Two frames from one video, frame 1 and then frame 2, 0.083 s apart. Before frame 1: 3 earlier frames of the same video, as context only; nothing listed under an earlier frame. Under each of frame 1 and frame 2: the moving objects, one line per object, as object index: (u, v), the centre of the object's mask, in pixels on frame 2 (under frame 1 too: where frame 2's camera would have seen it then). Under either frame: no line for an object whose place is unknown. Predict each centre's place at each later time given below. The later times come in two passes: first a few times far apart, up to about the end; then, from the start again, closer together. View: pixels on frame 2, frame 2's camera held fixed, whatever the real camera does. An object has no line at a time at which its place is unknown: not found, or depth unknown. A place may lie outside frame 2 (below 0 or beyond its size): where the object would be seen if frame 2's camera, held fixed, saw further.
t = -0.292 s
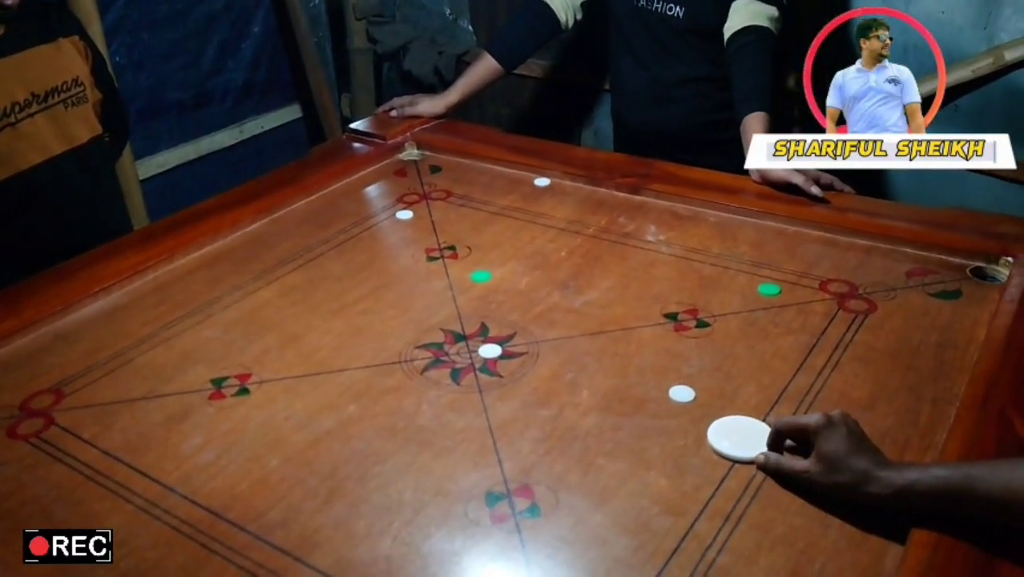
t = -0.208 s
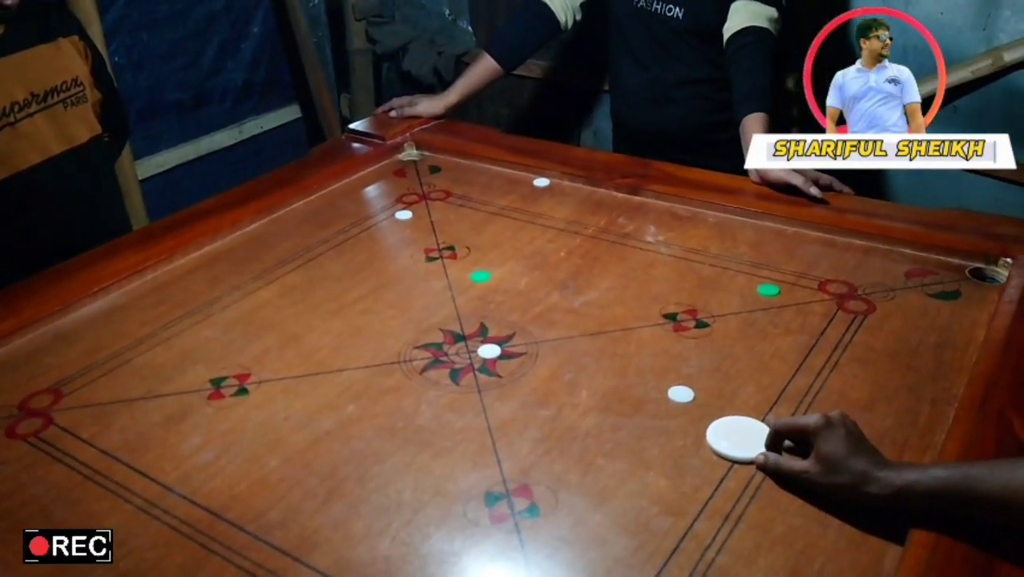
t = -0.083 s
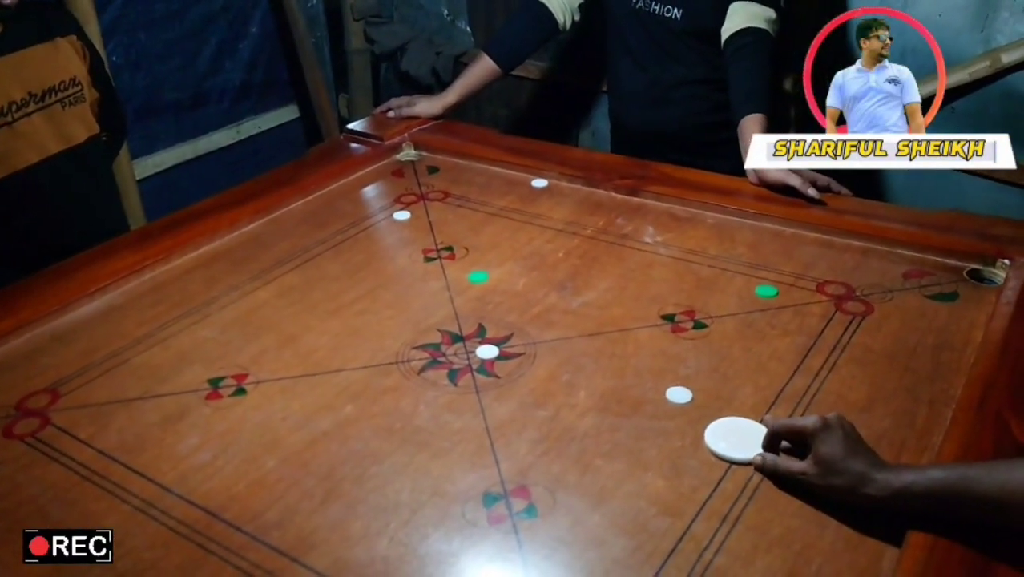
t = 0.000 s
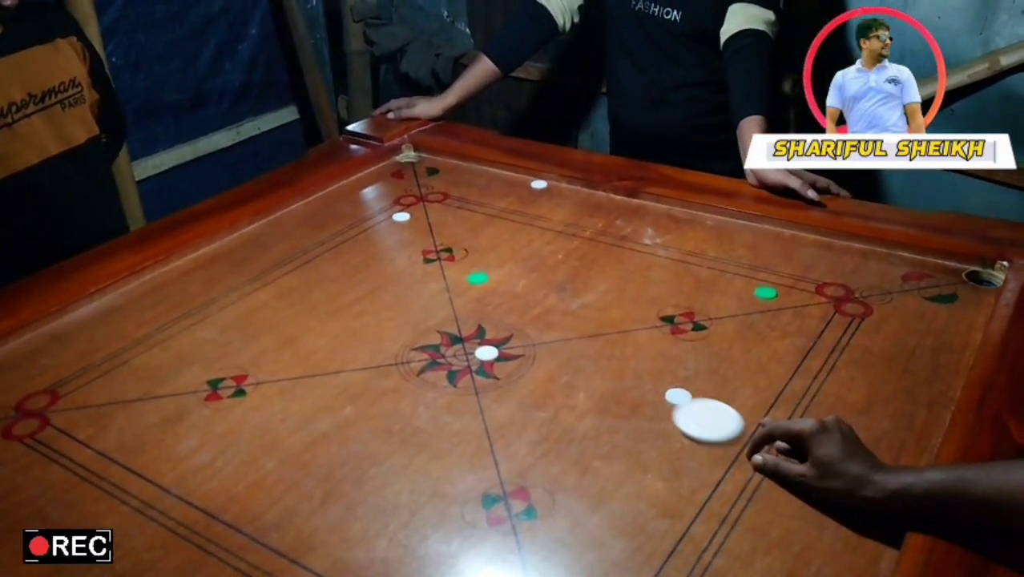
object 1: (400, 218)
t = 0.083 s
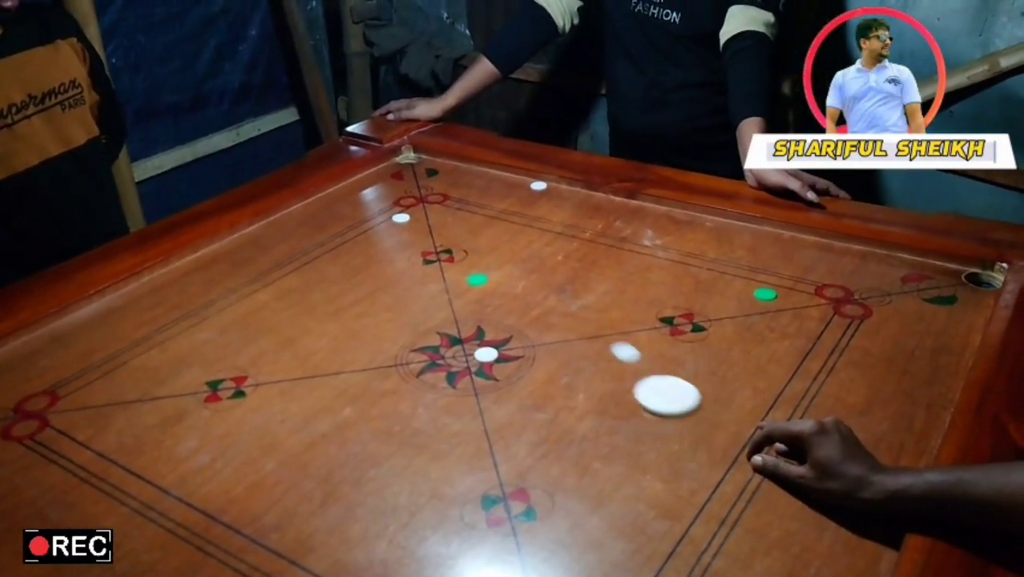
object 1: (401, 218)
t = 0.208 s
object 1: (401, 218)
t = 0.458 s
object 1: (401, 218)
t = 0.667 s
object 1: (401, 217)
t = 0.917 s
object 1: (401, 218)
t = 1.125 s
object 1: (381, 207)
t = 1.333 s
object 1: (351, 188)
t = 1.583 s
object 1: (384, 171)
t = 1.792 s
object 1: (426, 162)
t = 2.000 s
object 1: (421, 176)
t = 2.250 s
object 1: (452, 177)
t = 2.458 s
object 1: (480, 175)
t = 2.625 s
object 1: (494, 176)
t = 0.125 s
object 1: (401, 218)
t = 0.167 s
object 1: (400, 218)
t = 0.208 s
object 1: (401, 218)
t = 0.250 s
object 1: (401, 218)
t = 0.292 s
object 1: (400, 218)
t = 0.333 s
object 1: (401, 217)
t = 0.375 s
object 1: (401, 217)
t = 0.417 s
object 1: (401, 218)
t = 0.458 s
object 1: (401, 218)
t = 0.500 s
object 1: (401, 218)
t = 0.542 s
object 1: (401, 218)
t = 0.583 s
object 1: (401, 218)
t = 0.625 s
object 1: (401, 218)
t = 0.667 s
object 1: (401, 217)
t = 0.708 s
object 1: (401, 218)
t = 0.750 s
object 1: (401, 217)
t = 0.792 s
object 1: (401, 217)
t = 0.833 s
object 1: (401, 218)
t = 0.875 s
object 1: (401, 218)
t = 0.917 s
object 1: (401, 218)
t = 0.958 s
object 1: (401, 218)
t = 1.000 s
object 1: (400, 218)
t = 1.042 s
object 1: (399, 217)
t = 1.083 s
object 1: (393, 213)
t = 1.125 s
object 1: (381, 207)
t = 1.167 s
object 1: (373, 203)
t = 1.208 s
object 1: (361, 197)
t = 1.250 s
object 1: (354, 193)
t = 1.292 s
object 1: (344, 188)
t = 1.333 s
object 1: (351, 188)
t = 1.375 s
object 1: (365, 189)
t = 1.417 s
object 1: (374, 189)
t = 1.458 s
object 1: (382, 185)
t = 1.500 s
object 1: (383, 182)
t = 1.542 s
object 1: (384, 175)
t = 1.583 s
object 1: (384, 171)
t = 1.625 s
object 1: (391, 167)
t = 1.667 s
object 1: (400, 165)
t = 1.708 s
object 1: (414, 163)
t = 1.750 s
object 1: (423, 161)
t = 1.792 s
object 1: (426, 162)
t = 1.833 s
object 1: (425, 164)
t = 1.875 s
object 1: (424, 168)
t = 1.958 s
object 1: (422, 174)
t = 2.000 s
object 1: (421, 176)
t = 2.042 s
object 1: (422, 179)
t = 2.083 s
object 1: (427, 179)
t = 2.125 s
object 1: (435, 178)
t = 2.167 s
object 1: (440, 178)
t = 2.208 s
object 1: (447, 177)
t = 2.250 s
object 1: (452, 177)
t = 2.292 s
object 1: (459, 176)
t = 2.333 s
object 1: (464, 176)
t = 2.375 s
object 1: (470, 176)
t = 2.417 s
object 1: (474, 175)
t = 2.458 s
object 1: (480, 175)
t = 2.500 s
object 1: (484, 175)
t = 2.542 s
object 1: (489, 174)
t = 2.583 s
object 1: (493, 174)
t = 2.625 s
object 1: (494, 176)
